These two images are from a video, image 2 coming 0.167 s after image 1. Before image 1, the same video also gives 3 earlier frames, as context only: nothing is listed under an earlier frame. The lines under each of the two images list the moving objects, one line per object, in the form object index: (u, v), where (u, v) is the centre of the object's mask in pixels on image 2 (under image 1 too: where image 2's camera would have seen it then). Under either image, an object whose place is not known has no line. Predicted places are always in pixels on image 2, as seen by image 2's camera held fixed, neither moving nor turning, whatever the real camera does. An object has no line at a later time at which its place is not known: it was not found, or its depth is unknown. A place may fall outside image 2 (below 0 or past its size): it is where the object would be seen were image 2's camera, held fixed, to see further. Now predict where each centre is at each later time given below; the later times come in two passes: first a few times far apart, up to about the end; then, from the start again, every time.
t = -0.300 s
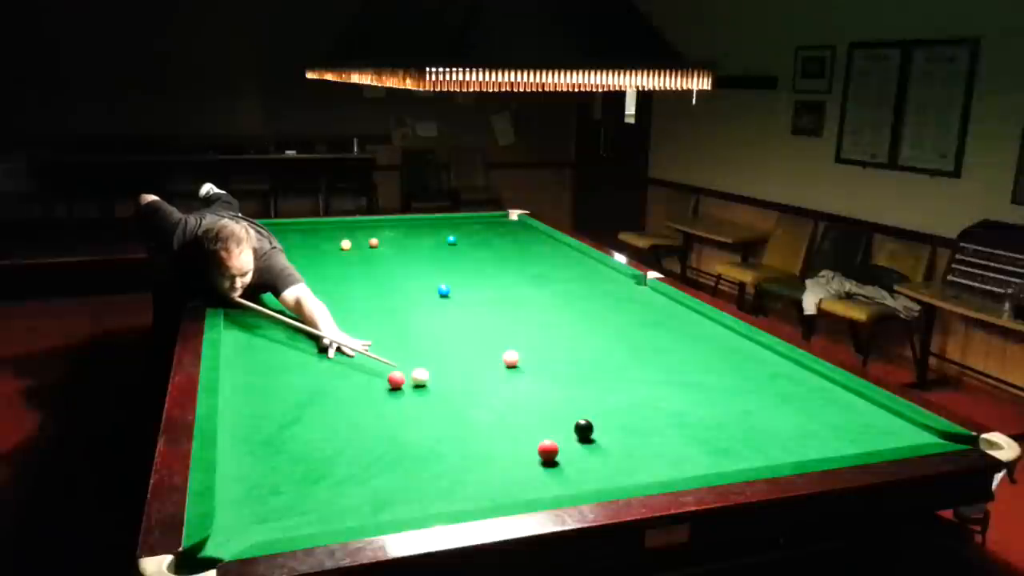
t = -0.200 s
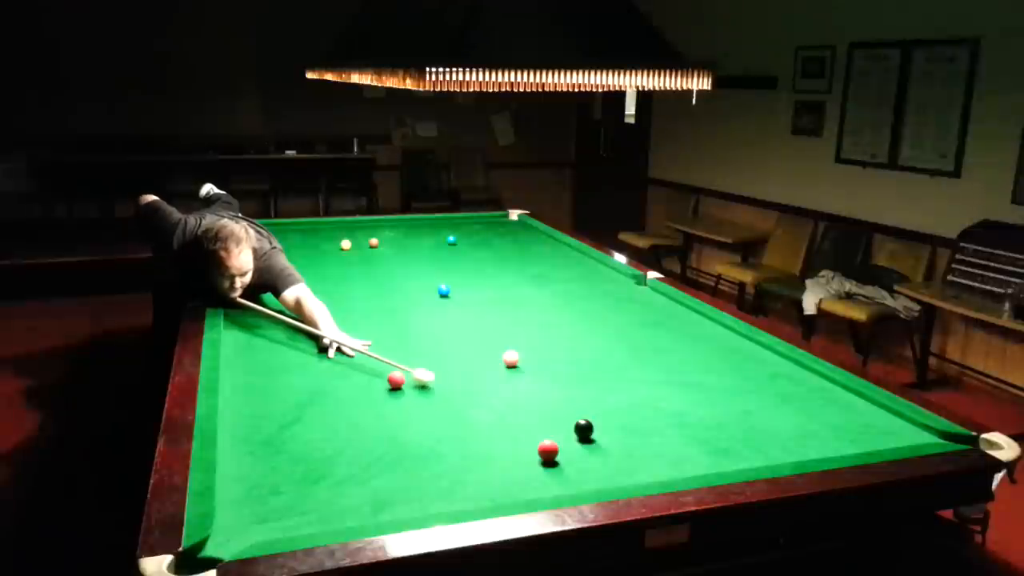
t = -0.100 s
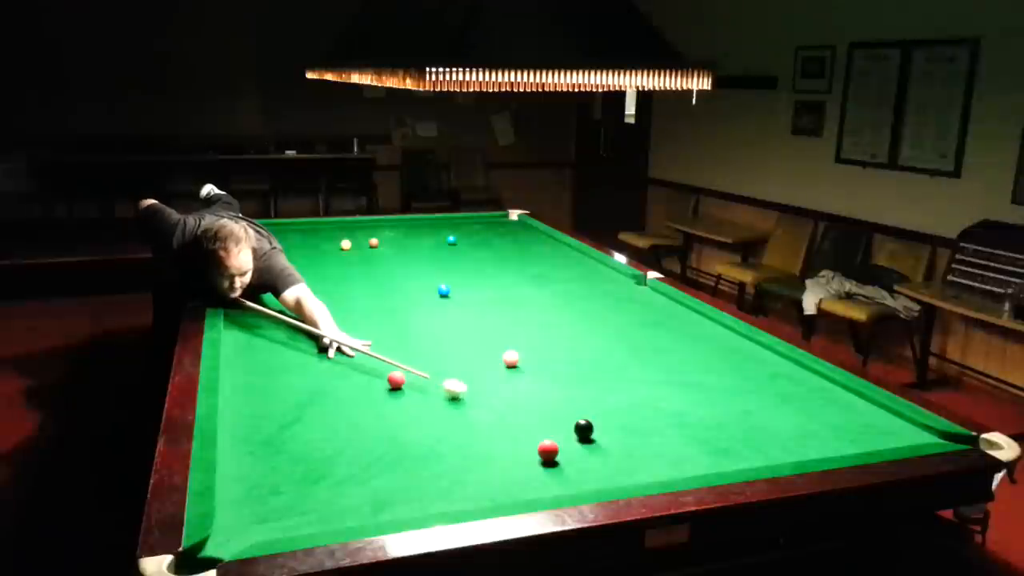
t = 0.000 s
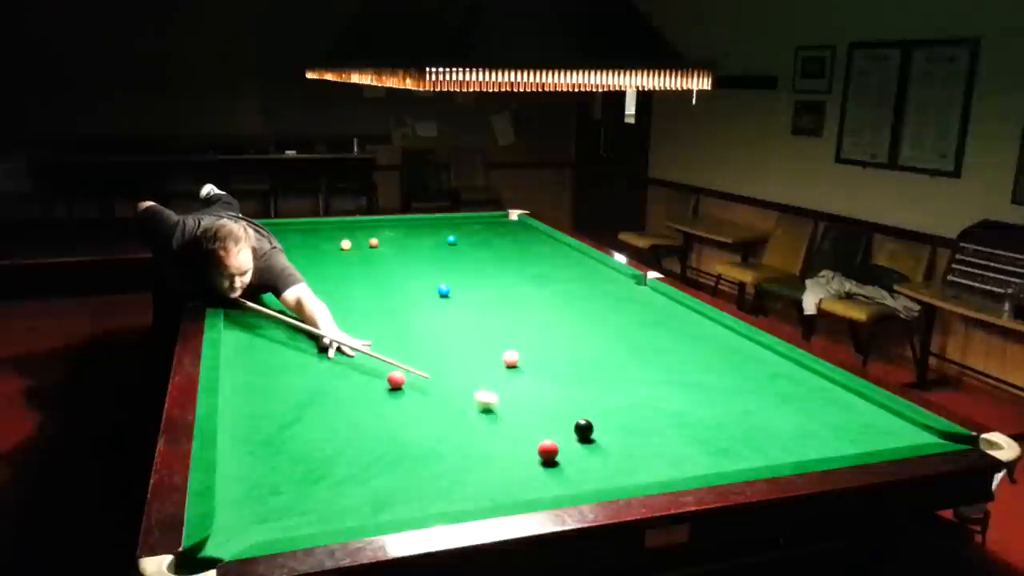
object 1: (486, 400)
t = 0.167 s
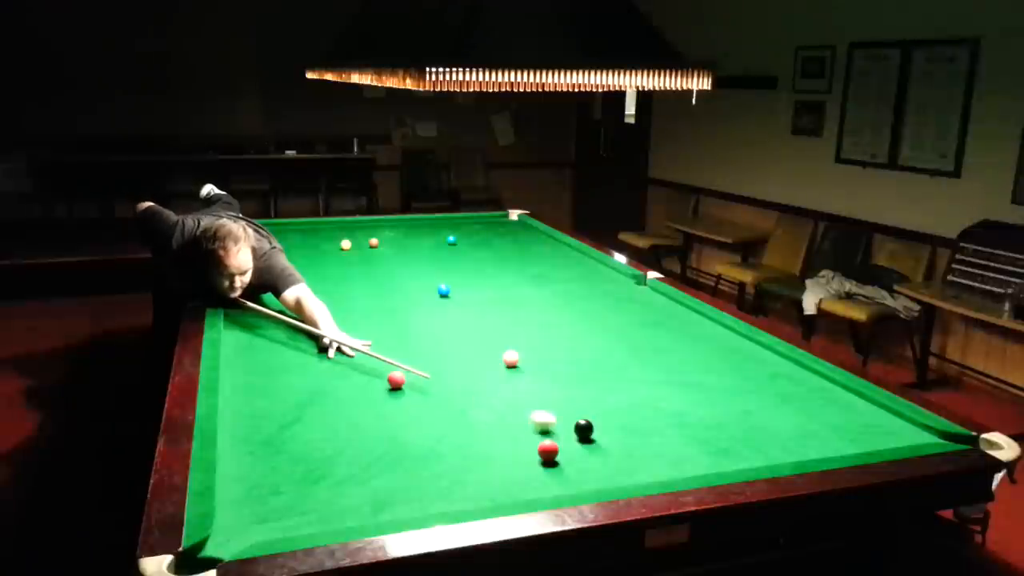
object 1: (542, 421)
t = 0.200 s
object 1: (555, 425)
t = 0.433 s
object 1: (586, 458)
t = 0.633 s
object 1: (607, 478)
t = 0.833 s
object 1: (585, 460)
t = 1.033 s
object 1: (565, 442)
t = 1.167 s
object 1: (554, 431)
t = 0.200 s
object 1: (555, 425)
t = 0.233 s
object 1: (564, 430)
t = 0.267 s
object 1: (566, 434)
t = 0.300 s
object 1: (569, 438)
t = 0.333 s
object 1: (573, 443)
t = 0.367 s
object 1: (578, 448)
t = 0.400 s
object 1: (582, 452)
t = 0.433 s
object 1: (586, 458)
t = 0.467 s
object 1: (591, 462)
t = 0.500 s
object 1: (595, 467)
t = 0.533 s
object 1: (600, 473)
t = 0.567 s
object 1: (605, 476)
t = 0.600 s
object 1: (609, 479)
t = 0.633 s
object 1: (607, 478)
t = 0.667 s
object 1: (602, 476)
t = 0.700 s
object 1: (599, 473)
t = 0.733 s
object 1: (595, 470)
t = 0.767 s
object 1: (592, 467)
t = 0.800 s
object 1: (588, 463)
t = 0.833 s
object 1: (585, 460)
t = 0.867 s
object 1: (581, 457)
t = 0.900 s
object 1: (578, 454)
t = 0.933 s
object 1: (575, 451)
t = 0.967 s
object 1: (572, 448)
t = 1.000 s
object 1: (569, 445)
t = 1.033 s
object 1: (565, 442)
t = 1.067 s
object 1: (563, 439)
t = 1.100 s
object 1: (560, 437)
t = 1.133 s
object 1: (557, 433)
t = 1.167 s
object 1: (554, 431)
